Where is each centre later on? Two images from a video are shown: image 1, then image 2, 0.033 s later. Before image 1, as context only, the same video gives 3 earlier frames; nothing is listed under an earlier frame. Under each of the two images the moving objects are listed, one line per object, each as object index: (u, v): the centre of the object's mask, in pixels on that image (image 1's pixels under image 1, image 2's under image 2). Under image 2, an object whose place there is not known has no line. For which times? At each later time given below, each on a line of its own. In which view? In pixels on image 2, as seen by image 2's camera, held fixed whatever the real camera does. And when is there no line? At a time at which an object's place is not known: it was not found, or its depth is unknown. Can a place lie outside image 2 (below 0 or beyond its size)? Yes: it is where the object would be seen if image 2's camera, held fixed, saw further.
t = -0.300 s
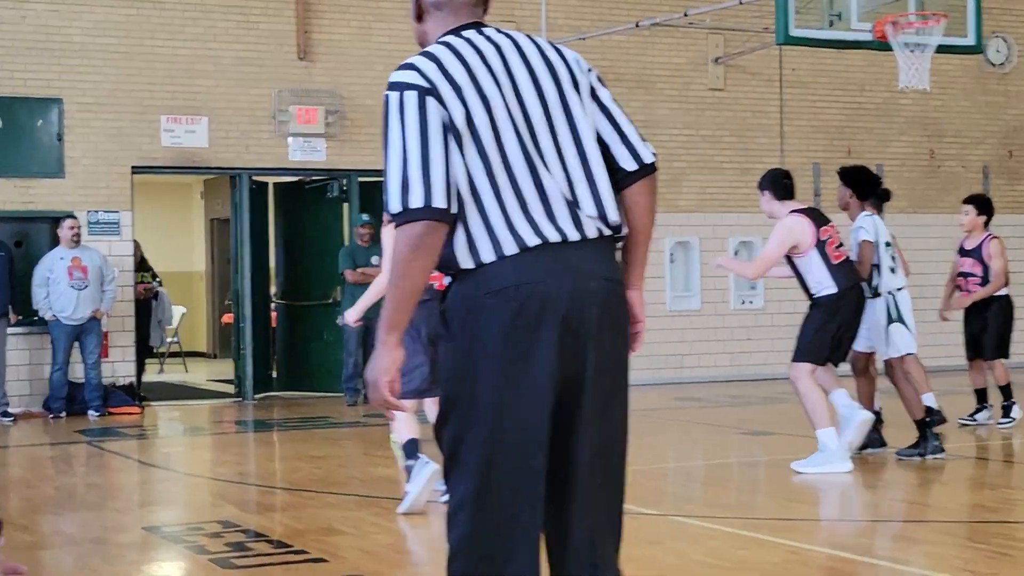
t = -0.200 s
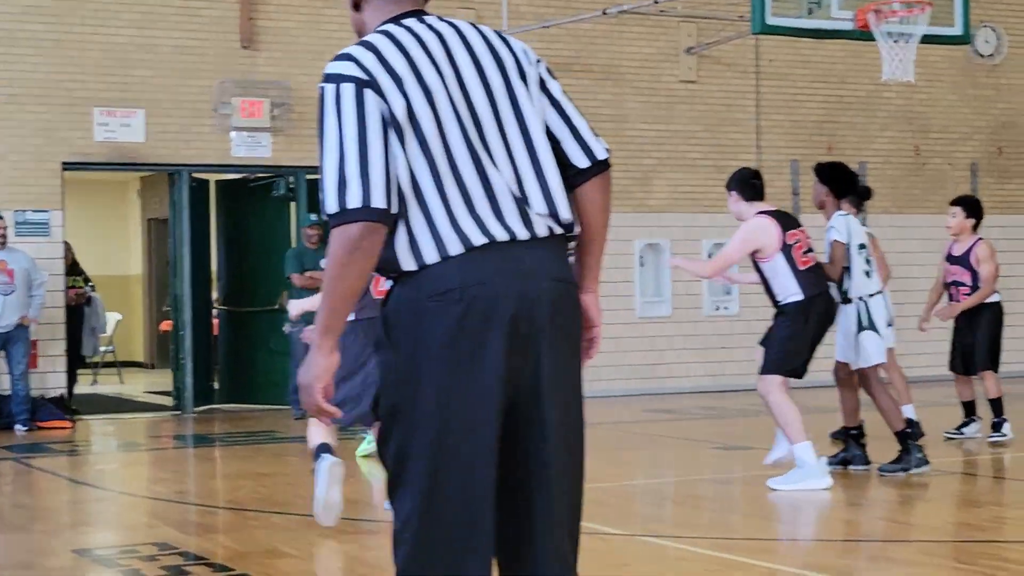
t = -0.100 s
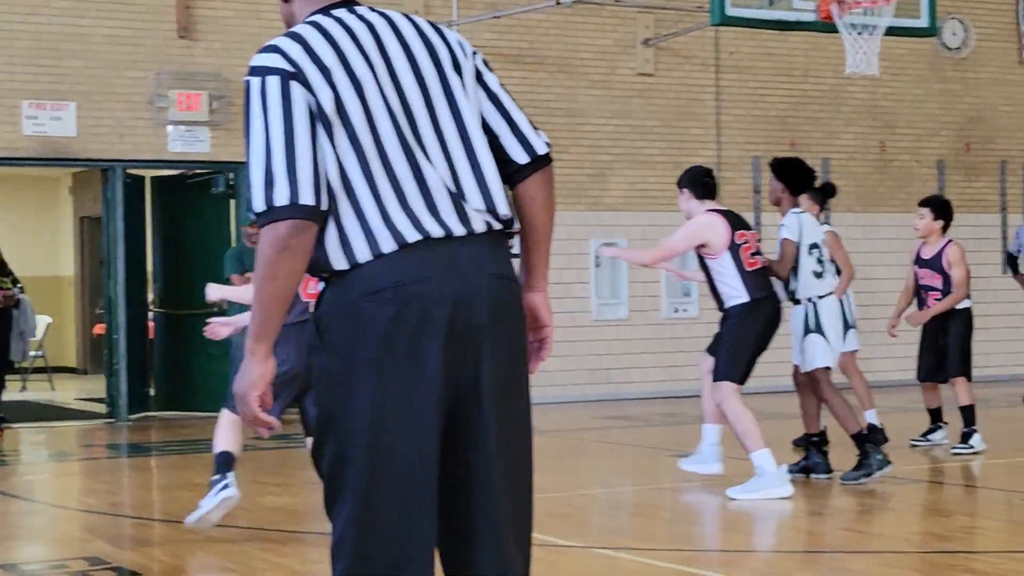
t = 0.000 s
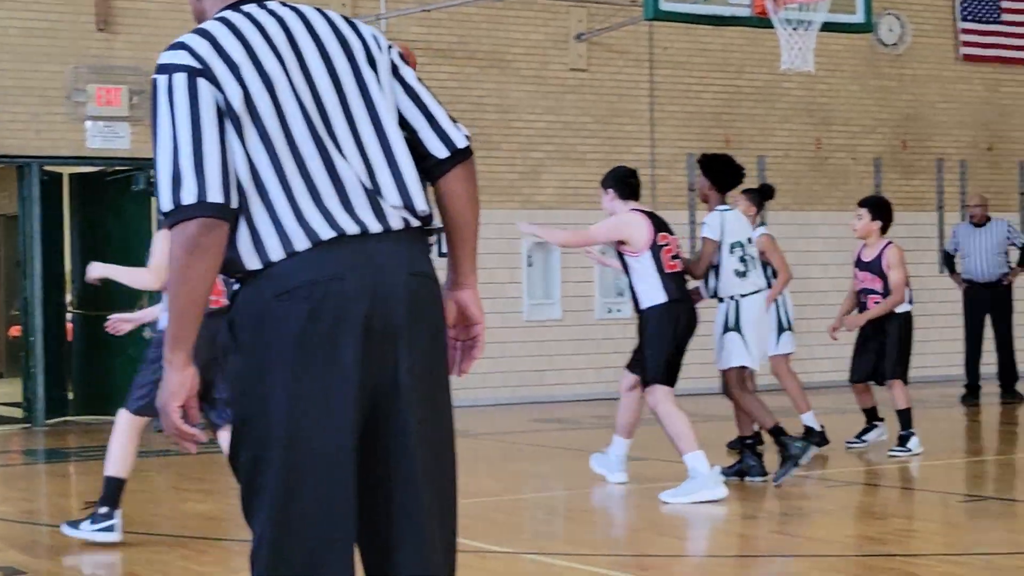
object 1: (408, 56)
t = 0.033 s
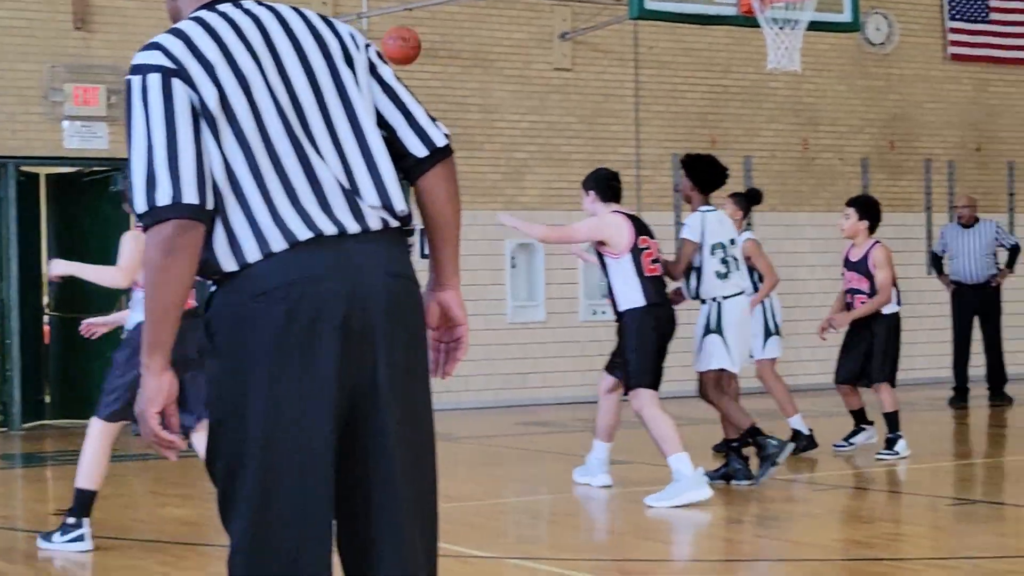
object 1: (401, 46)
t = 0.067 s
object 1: (421, 30)
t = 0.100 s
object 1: (443, 17)
